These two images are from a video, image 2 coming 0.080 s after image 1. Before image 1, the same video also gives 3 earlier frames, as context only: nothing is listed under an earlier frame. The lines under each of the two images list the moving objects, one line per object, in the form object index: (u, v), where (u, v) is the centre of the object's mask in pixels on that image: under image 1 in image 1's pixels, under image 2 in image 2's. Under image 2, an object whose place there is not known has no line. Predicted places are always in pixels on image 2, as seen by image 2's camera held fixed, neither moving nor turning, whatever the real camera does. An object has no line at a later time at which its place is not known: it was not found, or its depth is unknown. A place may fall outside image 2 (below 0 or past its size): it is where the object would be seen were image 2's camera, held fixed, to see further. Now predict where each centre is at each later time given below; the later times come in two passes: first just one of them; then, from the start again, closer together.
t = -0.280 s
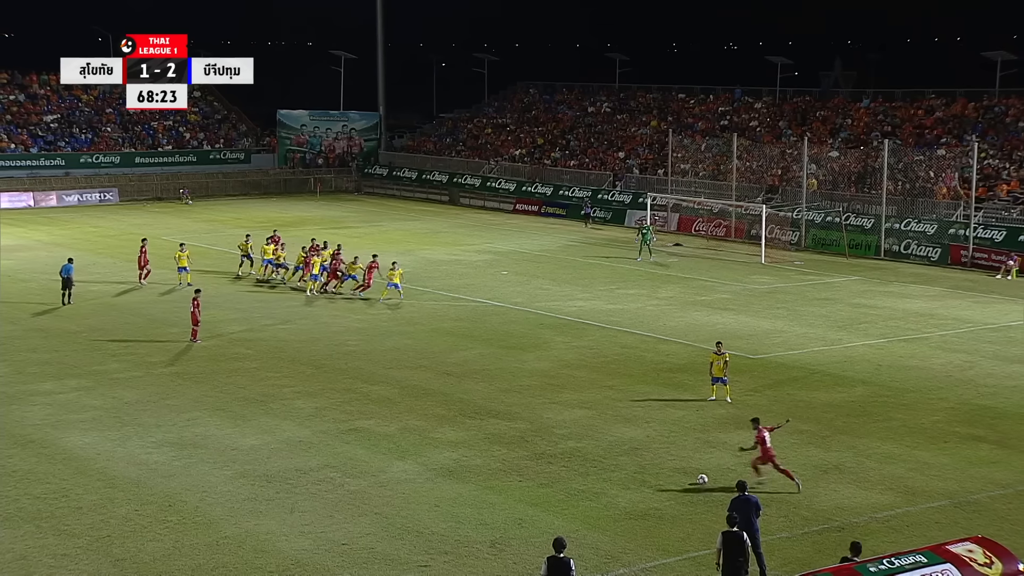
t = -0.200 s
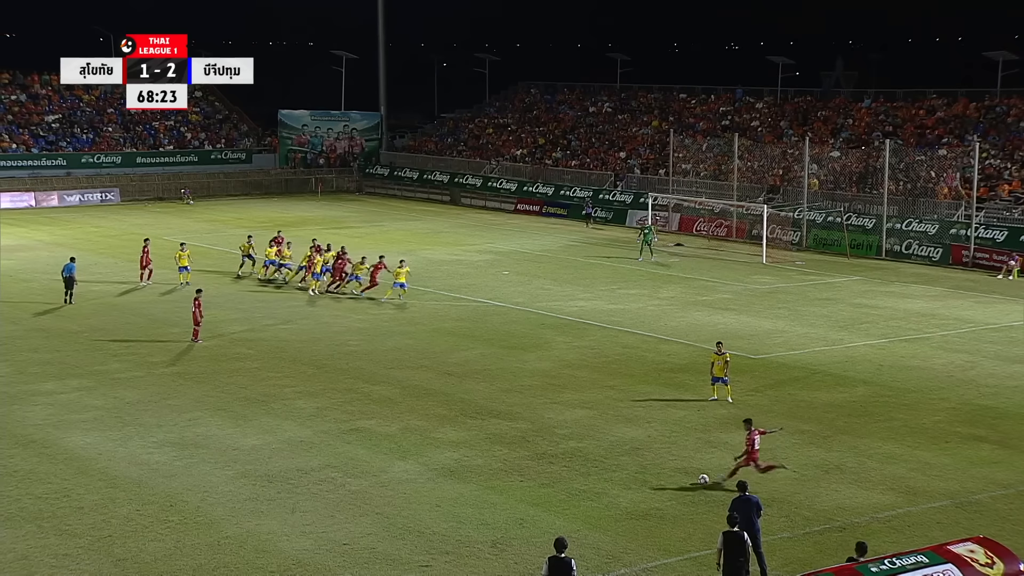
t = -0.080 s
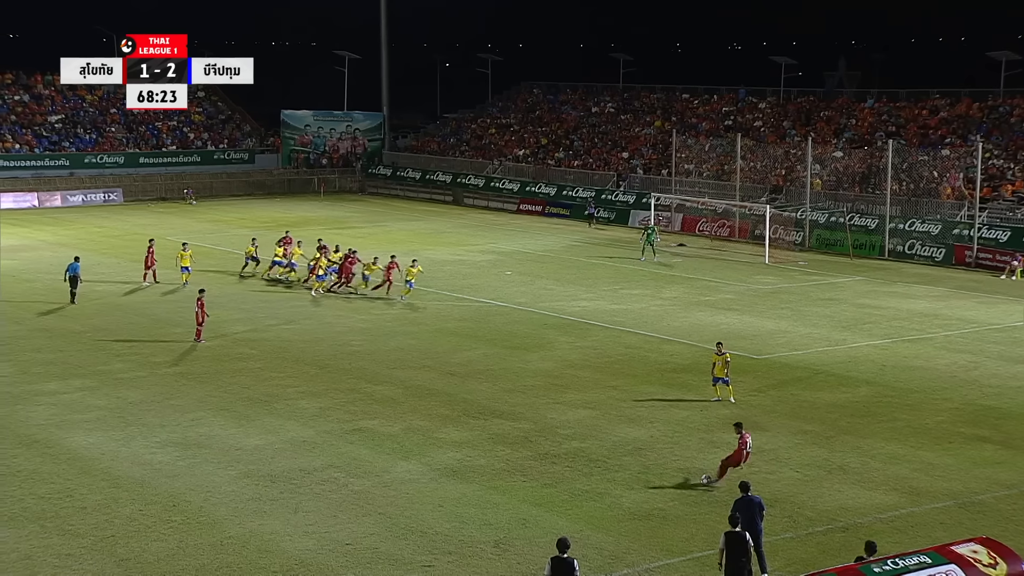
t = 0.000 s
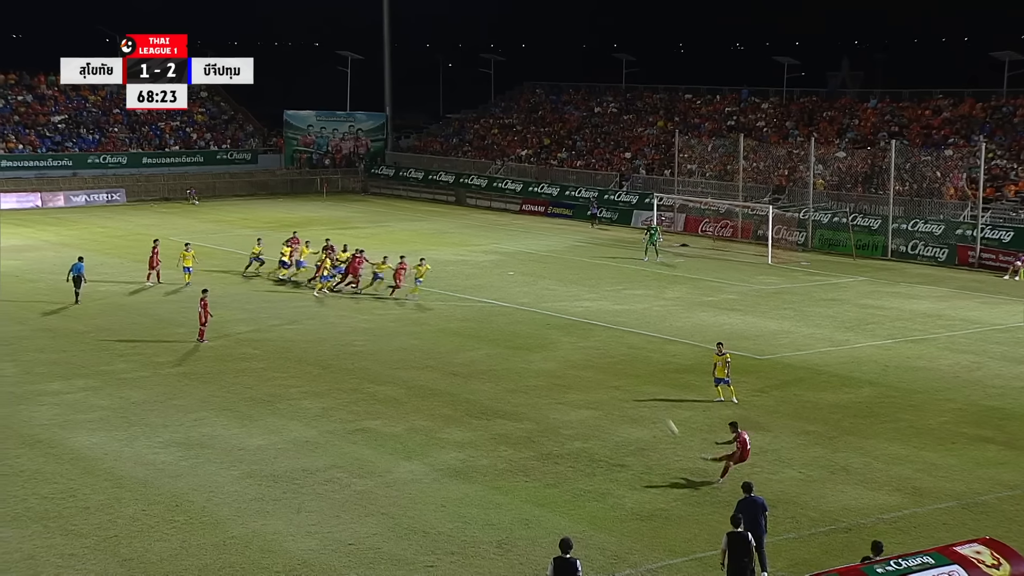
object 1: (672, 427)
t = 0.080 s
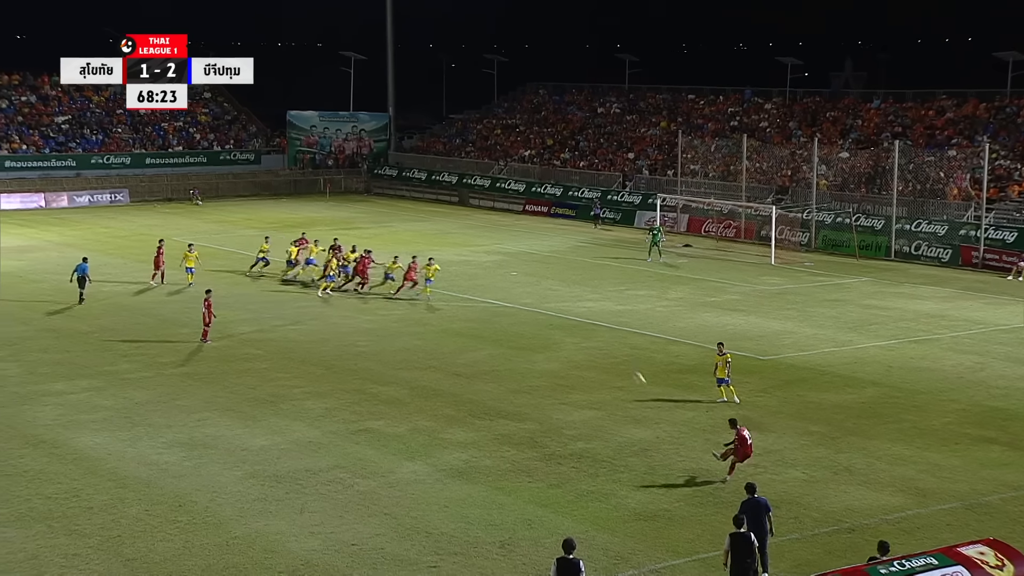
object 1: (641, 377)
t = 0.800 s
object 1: (506, 191)
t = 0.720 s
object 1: (512, 197)
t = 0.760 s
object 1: (509, 194)
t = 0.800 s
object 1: (506, 191)
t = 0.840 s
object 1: (504, 189)
